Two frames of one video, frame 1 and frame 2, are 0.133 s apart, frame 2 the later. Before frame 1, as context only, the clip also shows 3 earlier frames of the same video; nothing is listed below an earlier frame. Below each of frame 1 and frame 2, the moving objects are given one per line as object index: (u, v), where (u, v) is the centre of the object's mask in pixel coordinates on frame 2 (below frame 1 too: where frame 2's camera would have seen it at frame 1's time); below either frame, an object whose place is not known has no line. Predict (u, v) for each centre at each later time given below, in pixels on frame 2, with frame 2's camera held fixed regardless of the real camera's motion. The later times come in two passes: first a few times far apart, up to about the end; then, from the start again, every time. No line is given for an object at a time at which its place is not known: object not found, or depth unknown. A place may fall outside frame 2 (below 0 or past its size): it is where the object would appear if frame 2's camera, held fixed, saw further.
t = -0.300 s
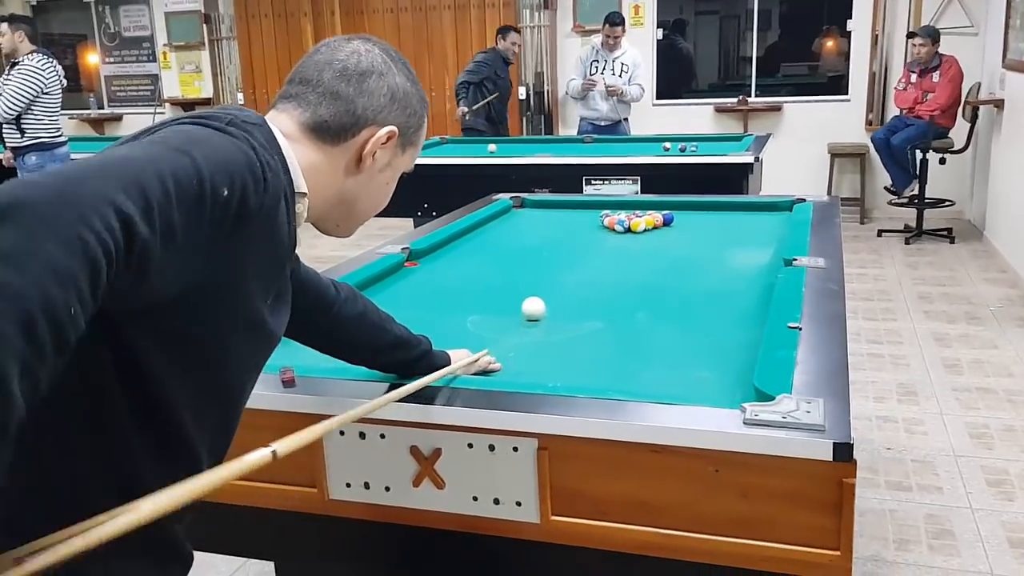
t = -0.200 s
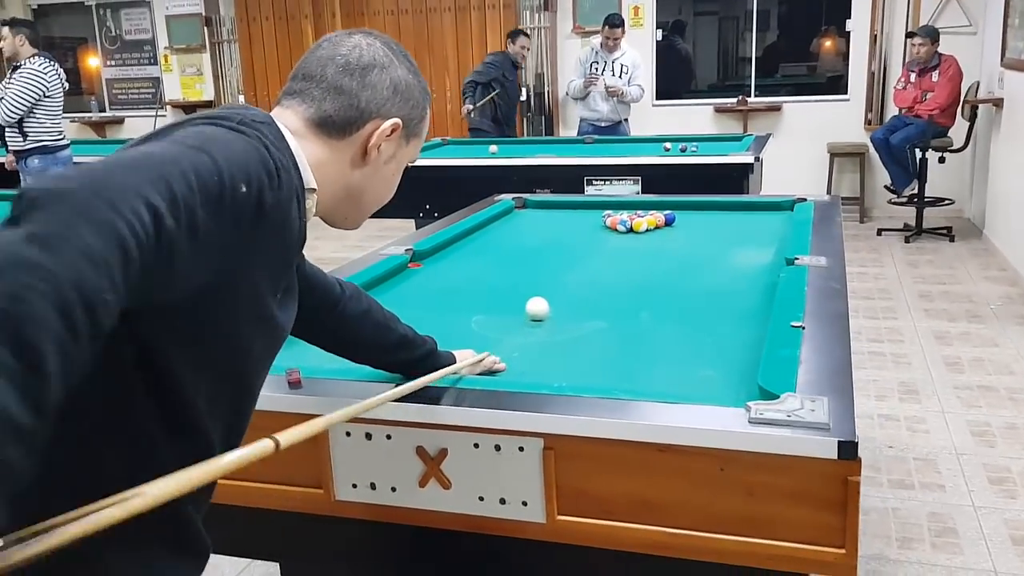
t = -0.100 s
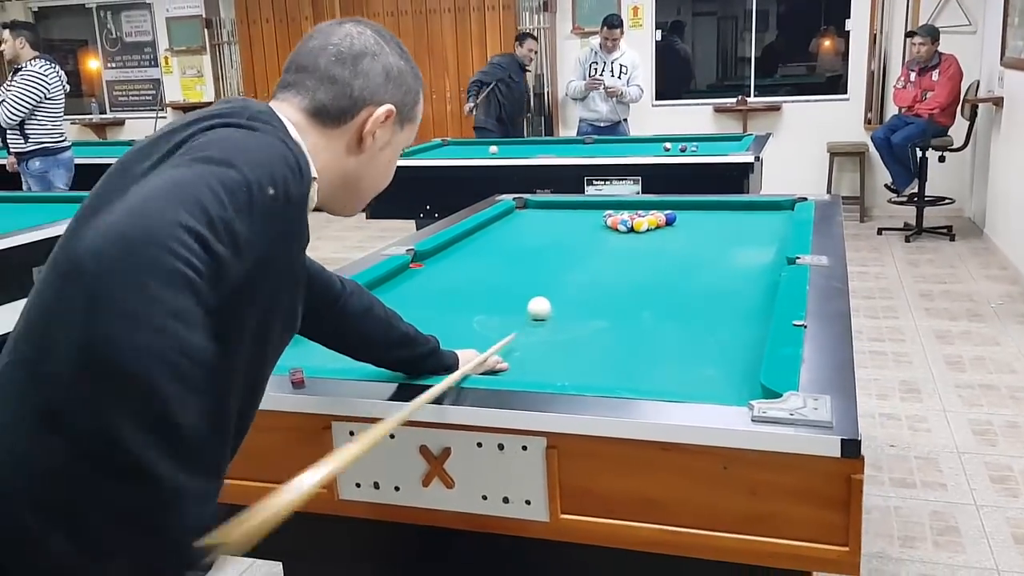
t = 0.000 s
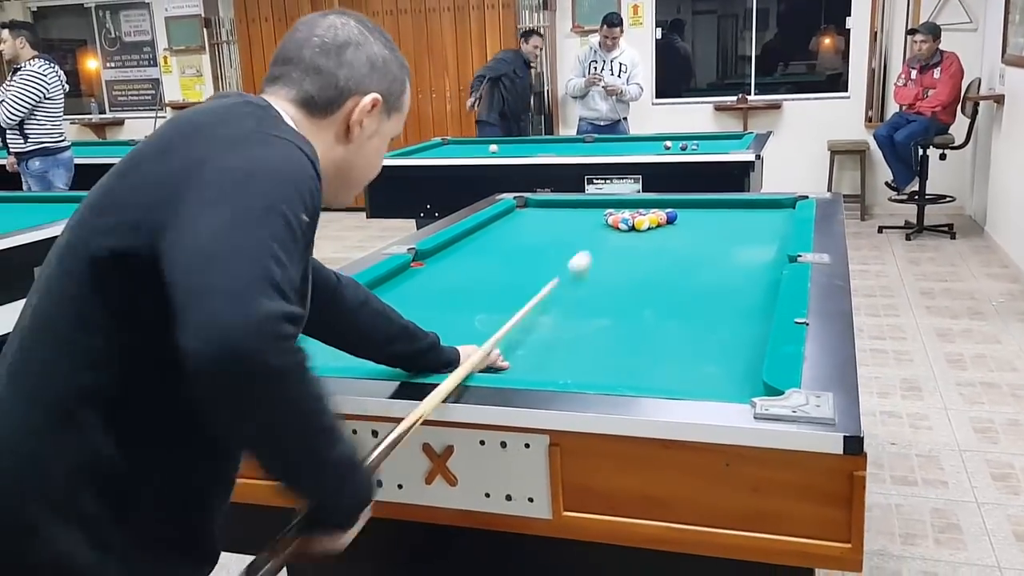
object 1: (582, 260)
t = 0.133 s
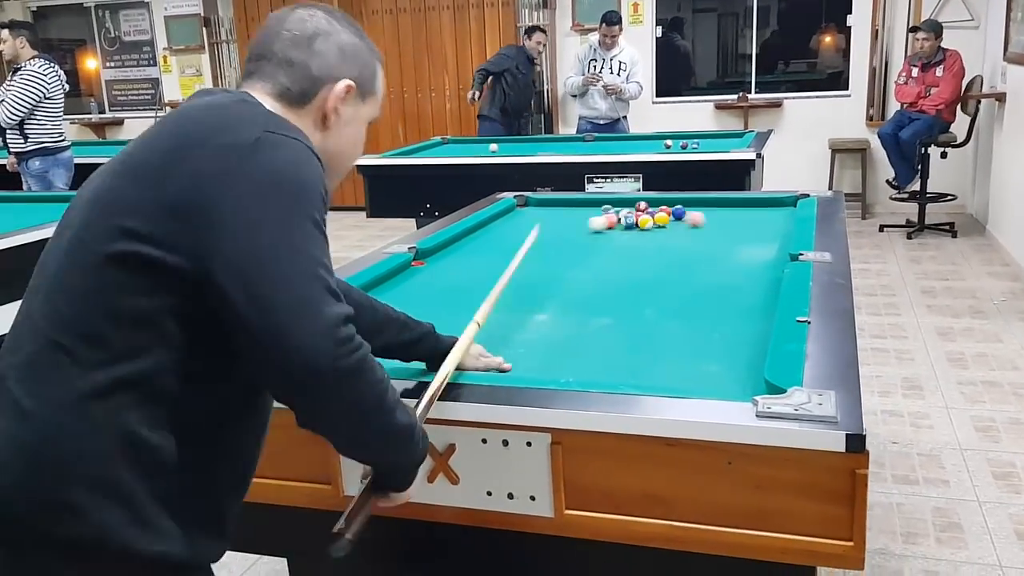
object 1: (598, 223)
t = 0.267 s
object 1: (547, 222)
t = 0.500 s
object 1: (501, 221)
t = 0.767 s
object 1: (550, 225)
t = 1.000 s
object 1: (591, 230)
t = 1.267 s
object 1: (641, 235)
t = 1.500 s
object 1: (686, 240)
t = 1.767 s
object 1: (740, 245)
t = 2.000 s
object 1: (772, 248)
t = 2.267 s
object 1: (733, 251)
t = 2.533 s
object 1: (698, 252)
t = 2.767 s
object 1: (670, 252)
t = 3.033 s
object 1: (641, 254)
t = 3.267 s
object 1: (618, 255)
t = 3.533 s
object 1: (594, 256)
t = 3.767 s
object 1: (577, 257)
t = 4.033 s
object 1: (560, 257)
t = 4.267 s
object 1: (547, 258)
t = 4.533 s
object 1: (535, 259)
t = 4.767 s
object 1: (528, 259)
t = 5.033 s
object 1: (521, 259)
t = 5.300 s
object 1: (518, 260)
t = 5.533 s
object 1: (519, 260)
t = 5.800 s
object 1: (519, 260)
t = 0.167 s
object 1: (583, 223)
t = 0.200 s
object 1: (570, 223)
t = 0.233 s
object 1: (558, 223)
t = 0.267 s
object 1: (547, 222)
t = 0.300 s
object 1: (535, 222)
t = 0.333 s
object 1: (525, 221)
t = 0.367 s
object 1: (514, 221)
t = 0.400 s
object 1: (503, 221)
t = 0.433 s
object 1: (493, 221)
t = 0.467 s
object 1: (494, 221)
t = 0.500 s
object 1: (501, 221)
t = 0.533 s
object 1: (507, 222)
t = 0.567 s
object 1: (514, 223)
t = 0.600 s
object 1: (518, 223)
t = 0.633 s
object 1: (524, 221)
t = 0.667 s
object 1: (532, 224)
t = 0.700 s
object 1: (537, 225)
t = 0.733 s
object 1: (542, 225)
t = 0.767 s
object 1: (550, 225)
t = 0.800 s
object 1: (555, 228)
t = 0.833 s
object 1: (561, 227)
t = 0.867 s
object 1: (567, 228)
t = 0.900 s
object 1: (573, 229)
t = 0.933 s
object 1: (579, 229)
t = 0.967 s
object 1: (585, 230)
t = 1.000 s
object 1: (591, 230)
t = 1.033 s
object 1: (597, 231)
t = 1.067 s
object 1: (603, 232)
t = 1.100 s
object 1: (610, 232)
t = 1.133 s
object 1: (616, 233)
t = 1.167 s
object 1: (622, 233)
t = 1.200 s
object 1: (628, 234)
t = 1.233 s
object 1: (635, 234)
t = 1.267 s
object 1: (641, 235)
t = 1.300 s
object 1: (648, 236)
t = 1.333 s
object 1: (654, 236)
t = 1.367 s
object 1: (660, 237)
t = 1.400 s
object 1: (667, 238)
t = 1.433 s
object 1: (673, 238)
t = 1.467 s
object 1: (680, 239)
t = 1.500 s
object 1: (686, 240)
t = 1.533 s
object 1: (693, 240)
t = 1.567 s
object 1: (700, 241)
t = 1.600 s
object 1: (706, 242)
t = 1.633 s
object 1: (713, 242)
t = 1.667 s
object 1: (719, 243)
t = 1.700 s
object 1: (726, 243)
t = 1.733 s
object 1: (733, 244)
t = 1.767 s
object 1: (740, 245)
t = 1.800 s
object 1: (747, 245)
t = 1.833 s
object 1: (754, 246)
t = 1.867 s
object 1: (761, 247)
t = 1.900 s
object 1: (767, 247)
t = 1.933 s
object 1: (774, 248)
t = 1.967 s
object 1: (777, 248)
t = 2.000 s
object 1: (772, 248)
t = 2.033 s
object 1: (767, 249)
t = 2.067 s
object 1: (762, 249)
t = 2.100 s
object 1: (757, 249)
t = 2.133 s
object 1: (752, 250)
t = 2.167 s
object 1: (747, 250)
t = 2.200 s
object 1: (742, 250)
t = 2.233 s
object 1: (738, 251)
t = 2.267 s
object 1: (733, 251)
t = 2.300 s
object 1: (728, 251)
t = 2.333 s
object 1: (724, 251)
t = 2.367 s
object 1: (719, 251)
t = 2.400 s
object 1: (715, 252)
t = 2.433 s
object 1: (711, 252)
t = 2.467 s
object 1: (706, 252)
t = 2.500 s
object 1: (702, 252)
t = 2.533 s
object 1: (698, 252)
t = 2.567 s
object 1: (694, 252)
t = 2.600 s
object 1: (689, 253)
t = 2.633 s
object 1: (686, 253)
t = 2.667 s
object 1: (681, 253)
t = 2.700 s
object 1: (678, 253)
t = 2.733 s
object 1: (674, 253)
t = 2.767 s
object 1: (670, 252)
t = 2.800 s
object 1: (665, 251)
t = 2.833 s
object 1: (661, 253)
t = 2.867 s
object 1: (658, 253)
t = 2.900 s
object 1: (654, 253)
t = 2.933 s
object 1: (651, 254)
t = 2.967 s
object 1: (648, 254)
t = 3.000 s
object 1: (644, 254)
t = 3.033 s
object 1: (641, 254)
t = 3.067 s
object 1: (637, 254)
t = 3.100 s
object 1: (634, 254)
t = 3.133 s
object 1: (631, 254)
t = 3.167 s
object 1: (628, 254)
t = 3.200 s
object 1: (624, 254)
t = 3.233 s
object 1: (621, 255)
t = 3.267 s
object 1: (618, 255)
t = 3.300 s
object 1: (615, 255)
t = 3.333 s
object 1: (612, 255)
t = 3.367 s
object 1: (608, 255)
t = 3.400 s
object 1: (606, 255)
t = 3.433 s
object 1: (603, 255)
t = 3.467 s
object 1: (600, 255)
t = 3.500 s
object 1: (597, 255)
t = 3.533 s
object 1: (594, 256)
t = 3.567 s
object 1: (592, 256)
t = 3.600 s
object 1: (589, 256)
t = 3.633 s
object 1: (587, 256)
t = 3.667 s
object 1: (584, 256)
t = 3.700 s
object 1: (582, 256)
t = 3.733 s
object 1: (579, 256)
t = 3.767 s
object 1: (577, 257)
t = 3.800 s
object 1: (575, 257)
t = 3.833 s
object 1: (572, 257)
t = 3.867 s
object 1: (570, 257)
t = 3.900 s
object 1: (568, 257)
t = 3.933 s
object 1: (566, 257)
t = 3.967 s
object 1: (564, 257)
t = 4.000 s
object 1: (562, 257)
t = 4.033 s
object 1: (560, 257)
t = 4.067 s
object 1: (558, 257)
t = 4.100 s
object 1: (556, 257)
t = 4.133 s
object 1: (554, 257)
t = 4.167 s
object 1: (552, 258)
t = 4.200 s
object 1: (551, 258)
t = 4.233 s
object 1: (549, 258)
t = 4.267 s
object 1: (547, 258)
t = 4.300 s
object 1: (546, 258)
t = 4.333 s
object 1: (544, 258)
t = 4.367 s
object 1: (542, 258)
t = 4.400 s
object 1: (541, 258)
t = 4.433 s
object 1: (540, 258)
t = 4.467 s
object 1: (538, 258)
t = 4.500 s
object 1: (537, 259)
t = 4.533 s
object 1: (535, 259)
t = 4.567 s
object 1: (534, 259)
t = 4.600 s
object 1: (533, 259)
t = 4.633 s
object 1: (532, 259)
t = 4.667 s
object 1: (531, 259)
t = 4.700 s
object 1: (530, 259)
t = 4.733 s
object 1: (529, 259)
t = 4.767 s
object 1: (528, 259)
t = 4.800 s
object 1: (527, 259)
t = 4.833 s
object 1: (526, 259)
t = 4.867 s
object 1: (525, 259)
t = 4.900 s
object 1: (524, 259)
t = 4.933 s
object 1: (524, 259)
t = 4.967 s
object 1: (523, 259)
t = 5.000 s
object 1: (522, 260)
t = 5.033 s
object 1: (521, 259)
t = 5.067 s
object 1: (521, 259)
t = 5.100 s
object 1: (520, 260)
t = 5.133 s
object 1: (520, 260)
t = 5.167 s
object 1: (519, 260)
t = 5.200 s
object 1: (519, 260)
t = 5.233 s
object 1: (519, 260)
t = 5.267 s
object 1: (519, 260)
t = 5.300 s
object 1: (518, 260)
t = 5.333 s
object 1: (518, 260)
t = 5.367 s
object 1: (518, 260)
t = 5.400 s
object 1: (518, 260)
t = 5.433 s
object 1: (518, 260)
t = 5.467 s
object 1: (518, 260)
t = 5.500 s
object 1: (519, 260)
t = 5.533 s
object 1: (519, 260)
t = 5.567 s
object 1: (519, 260)
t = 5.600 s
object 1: (519, 260)
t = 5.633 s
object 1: (519, 260)
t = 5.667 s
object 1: (519, 260)
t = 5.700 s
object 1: (519, 260)
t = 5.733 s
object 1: (520, 260)
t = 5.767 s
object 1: (519, 260)
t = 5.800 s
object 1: (519, 260)
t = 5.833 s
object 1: (519, 260)
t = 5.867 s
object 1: (519, 260)
